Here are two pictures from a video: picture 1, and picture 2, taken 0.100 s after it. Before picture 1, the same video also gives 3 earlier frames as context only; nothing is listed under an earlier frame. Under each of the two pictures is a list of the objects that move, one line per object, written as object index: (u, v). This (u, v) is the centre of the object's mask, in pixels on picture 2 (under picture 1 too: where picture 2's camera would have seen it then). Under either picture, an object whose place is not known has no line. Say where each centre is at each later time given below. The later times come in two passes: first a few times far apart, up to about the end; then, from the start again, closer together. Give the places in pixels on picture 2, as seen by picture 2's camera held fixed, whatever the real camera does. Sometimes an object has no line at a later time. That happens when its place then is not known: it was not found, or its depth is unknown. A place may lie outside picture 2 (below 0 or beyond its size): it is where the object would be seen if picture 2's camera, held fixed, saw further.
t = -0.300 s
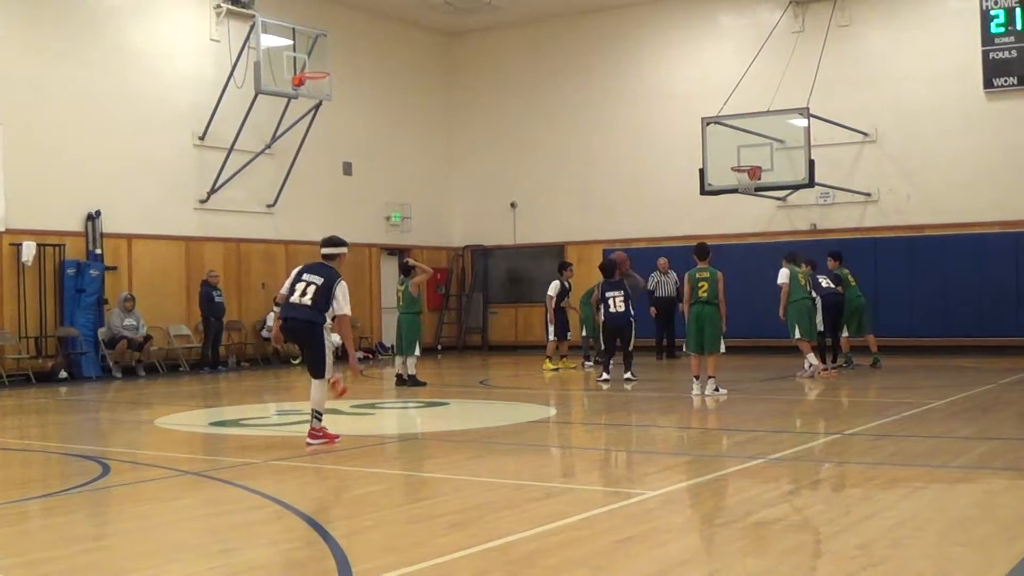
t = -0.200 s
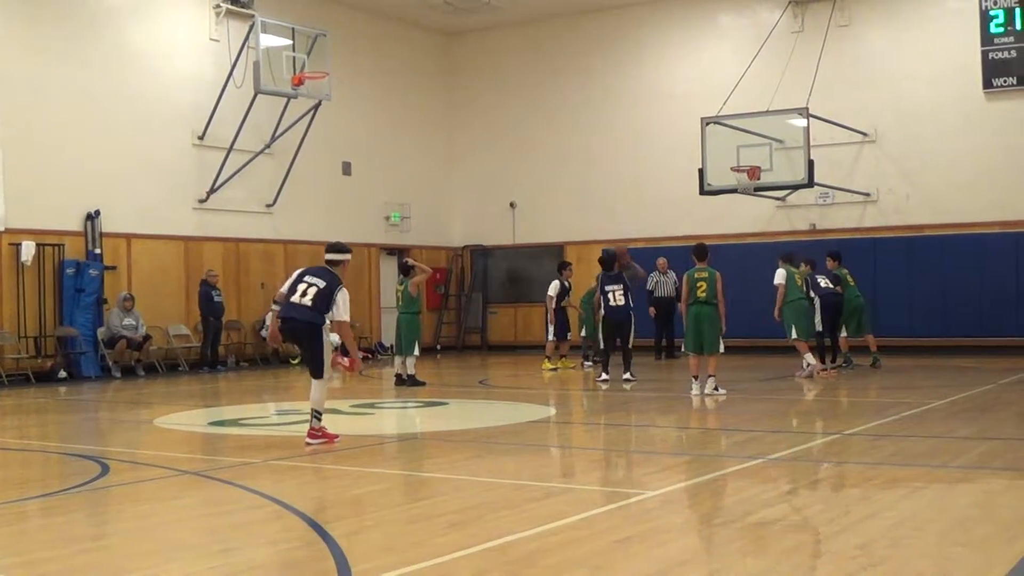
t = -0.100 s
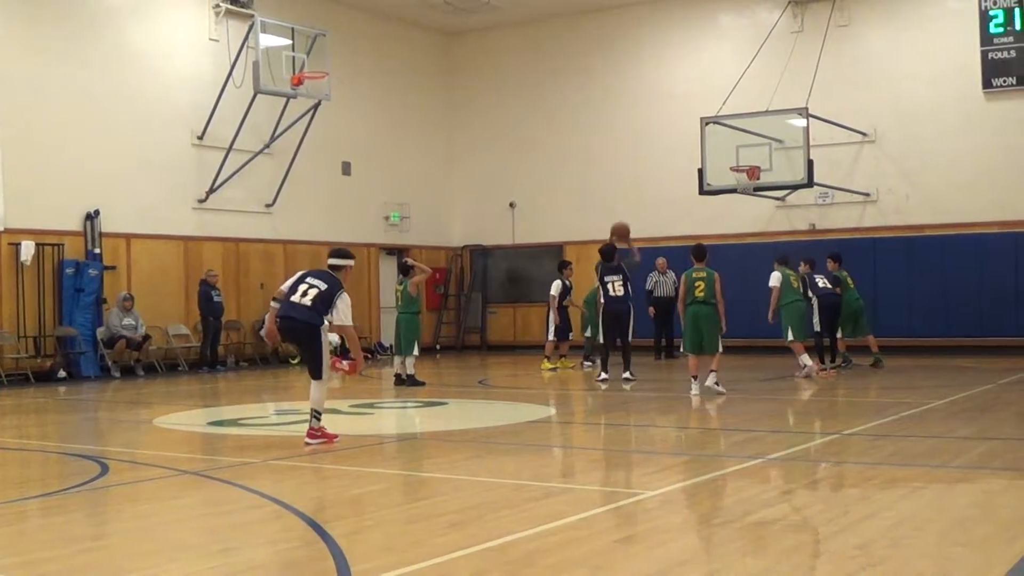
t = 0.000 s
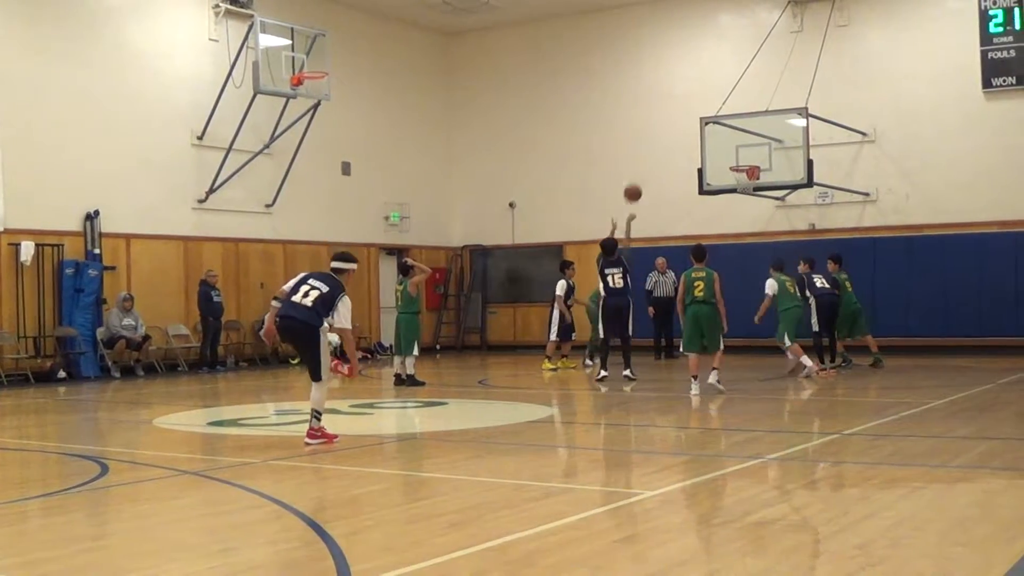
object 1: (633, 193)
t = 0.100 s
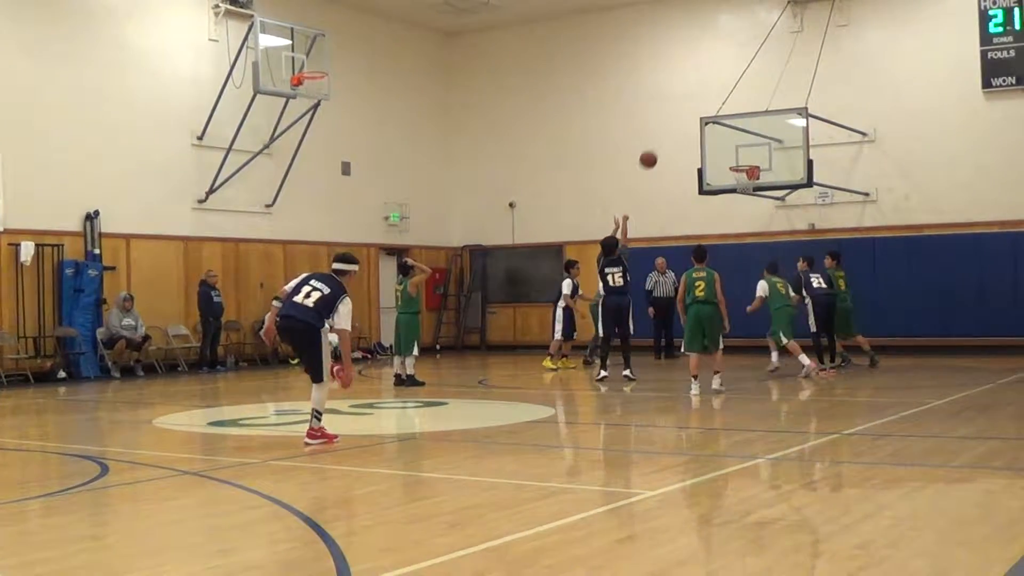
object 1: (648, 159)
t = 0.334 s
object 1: (682, 115)
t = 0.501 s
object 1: (704, 109)
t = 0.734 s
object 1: (734, 129)
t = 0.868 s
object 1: (750, 155)
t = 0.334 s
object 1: (682, 115)
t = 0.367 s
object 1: (687, 112)
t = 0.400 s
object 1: (691, 110)
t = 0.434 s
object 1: (696, 109)
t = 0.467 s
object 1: (700, 108)
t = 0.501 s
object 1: (704, 109)
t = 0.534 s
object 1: (709, 110)
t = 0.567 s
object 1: (713, 111)
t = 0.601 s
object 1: (717, 113)
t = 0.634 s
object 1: (721, 116)
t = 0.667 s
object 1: (725, 120)
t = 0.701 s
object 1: (730, 124)
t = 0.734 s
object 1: (734, 129)
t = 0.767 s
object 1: (739, 135)
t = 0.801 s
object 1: (742, 142)
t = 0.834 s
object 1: (745, 148)
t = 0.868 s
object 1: (750, 155)
